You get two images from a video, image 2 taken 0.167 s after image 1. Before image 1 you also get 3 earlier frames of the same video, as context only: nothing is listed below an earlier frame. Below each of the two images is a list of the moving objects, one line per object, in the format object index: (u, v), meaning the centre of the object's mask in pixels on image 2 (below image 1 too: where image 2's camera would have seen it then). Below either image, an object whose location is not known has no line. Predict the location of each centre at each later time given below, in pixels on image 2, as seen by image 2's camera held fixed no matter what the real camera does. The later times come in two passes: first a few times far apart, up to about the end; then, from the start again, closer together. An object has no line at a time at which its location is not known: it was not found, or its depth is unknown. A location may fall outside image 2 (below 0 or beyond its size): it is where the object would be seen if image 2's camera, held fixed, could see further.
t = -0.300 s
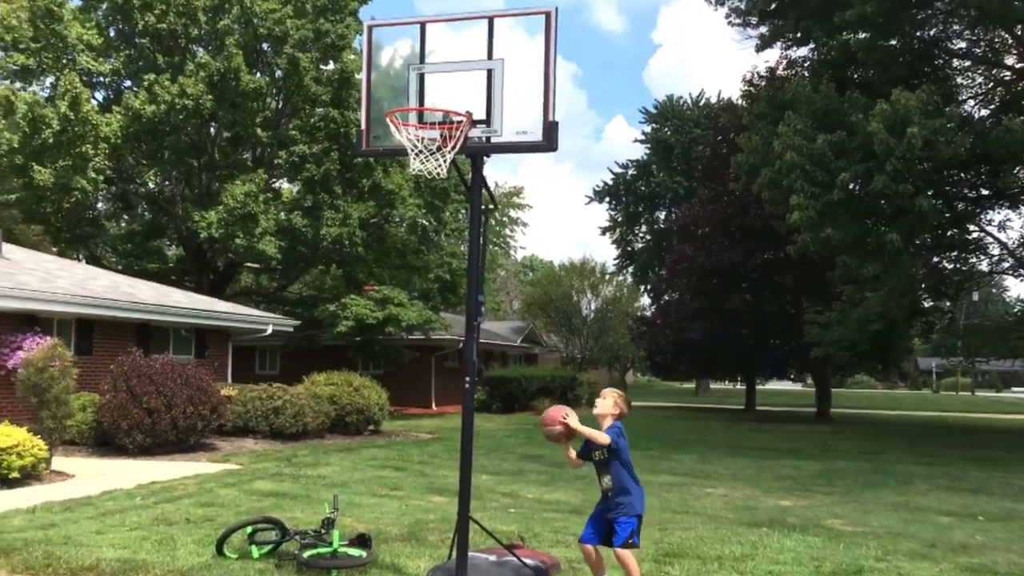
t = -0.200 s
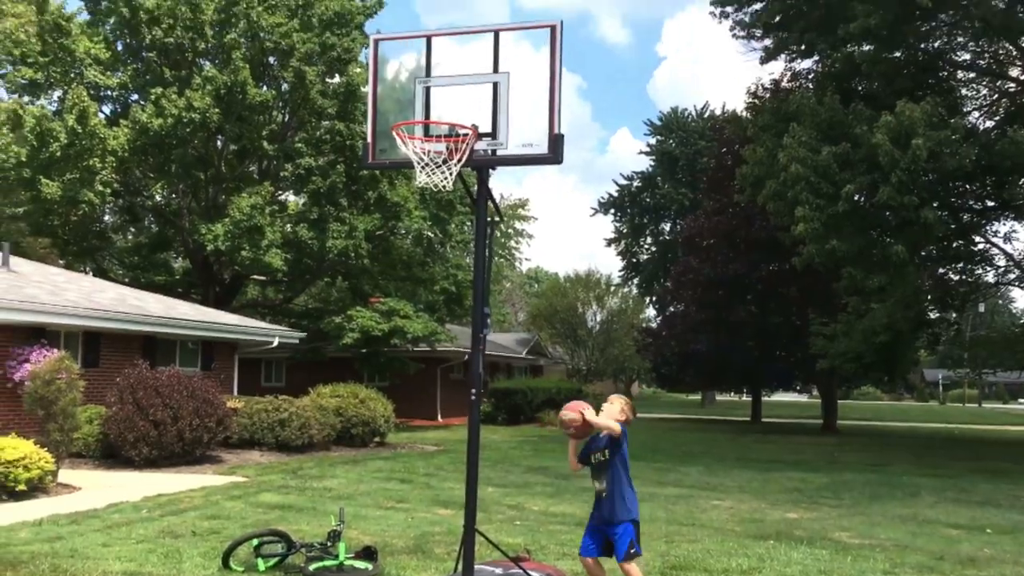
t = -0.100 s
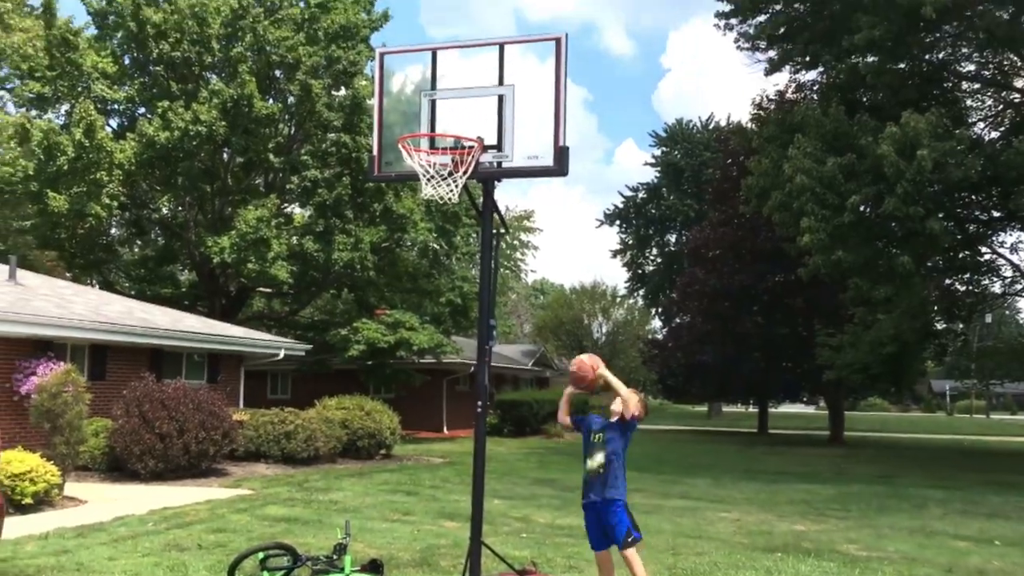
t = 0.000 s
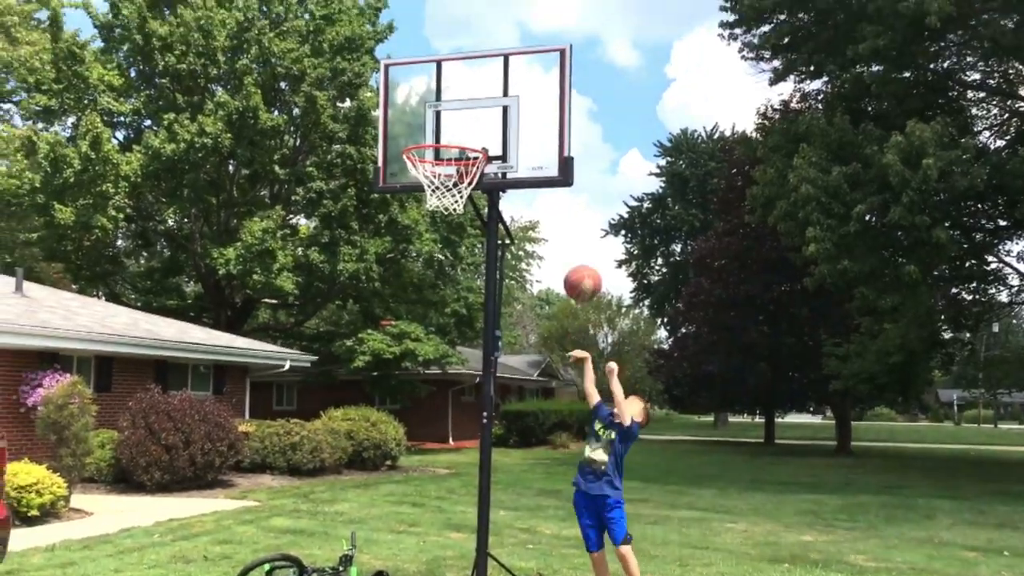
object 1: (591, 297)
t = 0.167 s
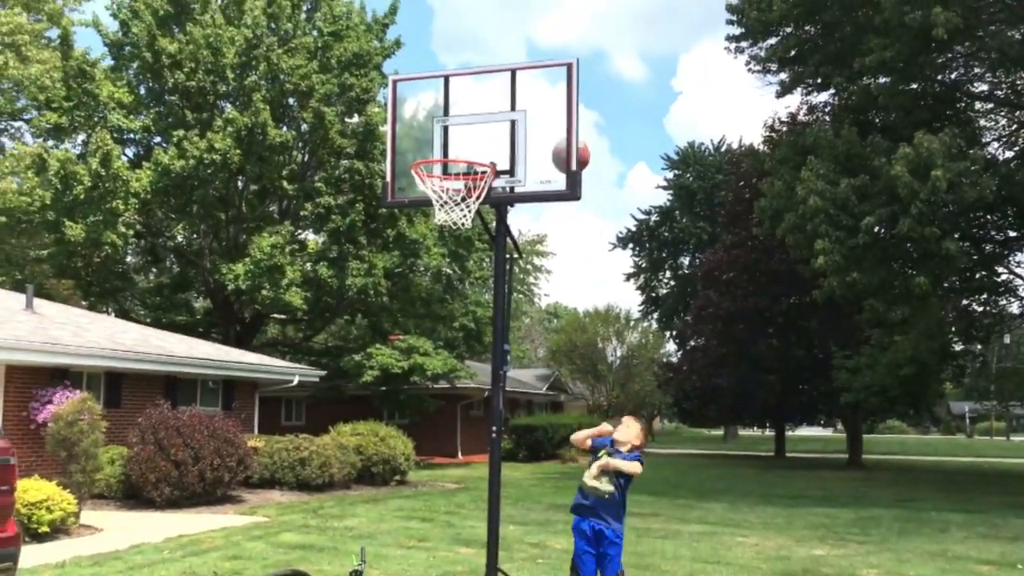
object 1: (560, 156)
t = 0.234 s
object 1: (556, 111)
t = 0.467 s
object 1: (535, 5)
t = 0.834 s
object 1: (493, 2)
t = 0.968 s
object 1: (477, 53)
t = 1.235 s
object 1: (449, 195)
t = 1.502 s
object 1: (472, 272)
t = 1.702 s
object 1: (491, 409)
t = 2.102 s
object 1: (527, 548)
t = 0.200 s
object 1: (564, 133)
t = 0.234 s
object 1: (556, 111)
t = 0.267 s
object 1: (554, 92)
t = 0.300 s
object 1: (552, 78)
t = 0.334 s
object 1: (550, 54)
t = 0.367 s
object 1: (547, 41)
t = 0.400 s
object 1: (543, 28)
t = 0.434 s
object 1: (539, 16)
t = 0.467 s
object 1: (535, 5)
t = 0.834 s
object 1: (493, 2)
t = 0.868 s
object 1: (489, 11)
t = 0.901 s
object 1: (485, 23)
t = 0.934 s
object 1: (481, 37)
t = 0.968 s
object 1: (477, 53)
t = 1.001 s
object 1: (473, 71)
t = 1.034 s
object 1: (469, 91)
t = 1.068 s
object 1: (464, 113)
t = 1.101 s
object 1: (460, 137)
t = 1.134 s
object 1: (456, 151)
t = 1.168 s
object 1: (452, 170)
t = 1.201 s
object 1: (451, 181)
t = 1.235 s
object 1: (449, 195)
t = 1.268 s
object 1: (451, 205)
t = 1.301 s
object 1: (454, 211)
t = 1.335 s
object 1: (455, 219)
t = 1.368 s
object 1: (459, 227)
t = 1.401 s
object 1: (464, 235)
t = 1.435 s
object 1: (466, 244)
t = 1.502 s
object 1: (472, 272)
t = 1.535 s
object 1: (476, 288)
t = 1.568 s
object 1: (480, 307)
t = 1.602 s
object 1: (482, 329)
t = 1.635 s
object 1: (485, 353)
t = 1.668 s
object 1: (488, 380)
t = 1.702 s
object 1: (491, 409)
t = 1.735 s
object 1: (495, 440)
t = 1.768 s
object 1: (499, 476)
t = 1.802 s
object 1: (502, 514)
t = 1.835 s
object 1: (505, 554)
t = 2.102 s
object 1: (527, 548)
